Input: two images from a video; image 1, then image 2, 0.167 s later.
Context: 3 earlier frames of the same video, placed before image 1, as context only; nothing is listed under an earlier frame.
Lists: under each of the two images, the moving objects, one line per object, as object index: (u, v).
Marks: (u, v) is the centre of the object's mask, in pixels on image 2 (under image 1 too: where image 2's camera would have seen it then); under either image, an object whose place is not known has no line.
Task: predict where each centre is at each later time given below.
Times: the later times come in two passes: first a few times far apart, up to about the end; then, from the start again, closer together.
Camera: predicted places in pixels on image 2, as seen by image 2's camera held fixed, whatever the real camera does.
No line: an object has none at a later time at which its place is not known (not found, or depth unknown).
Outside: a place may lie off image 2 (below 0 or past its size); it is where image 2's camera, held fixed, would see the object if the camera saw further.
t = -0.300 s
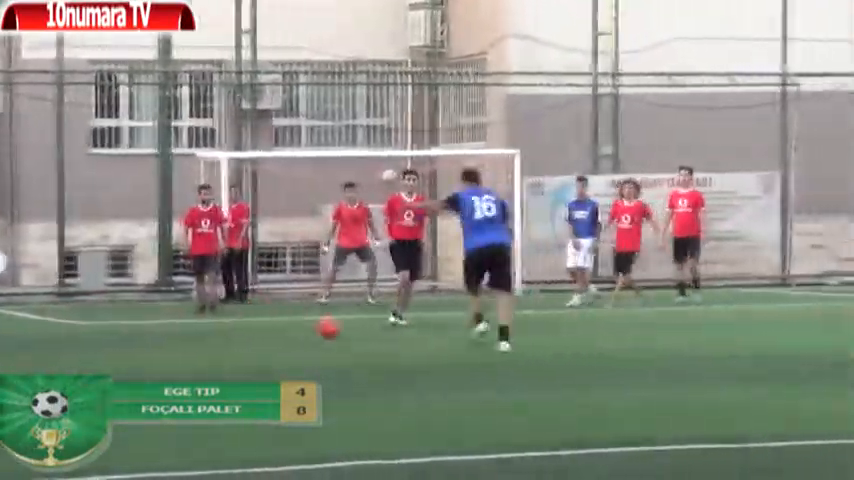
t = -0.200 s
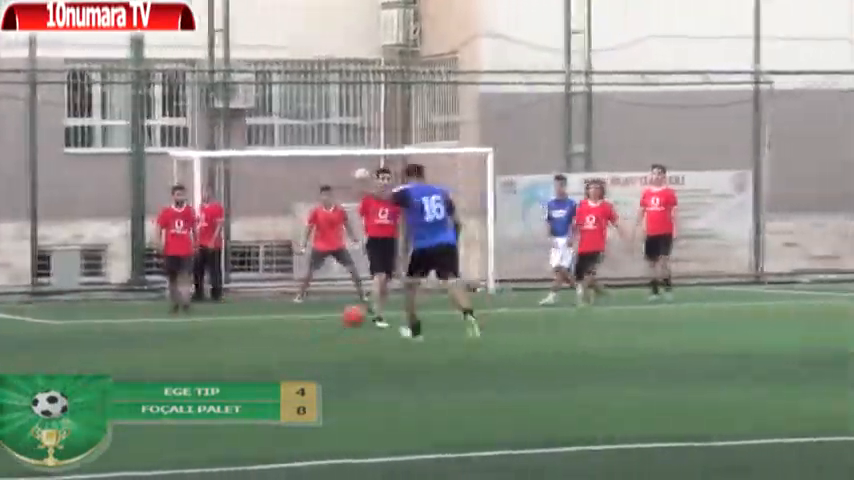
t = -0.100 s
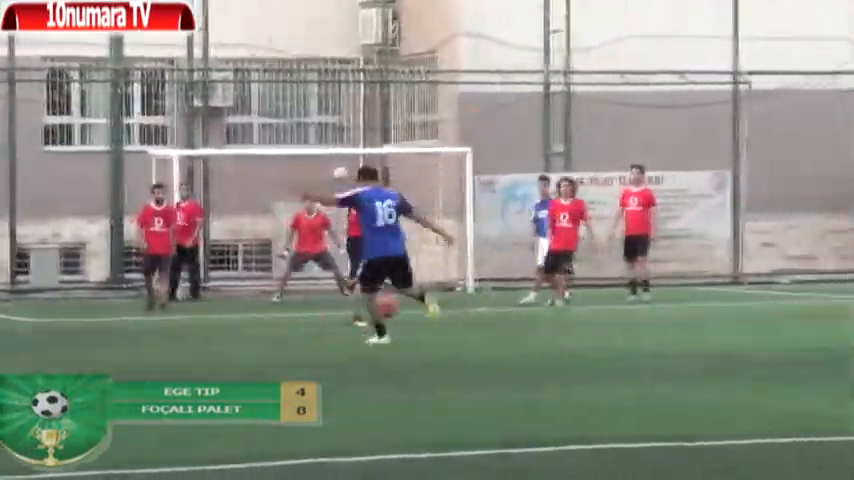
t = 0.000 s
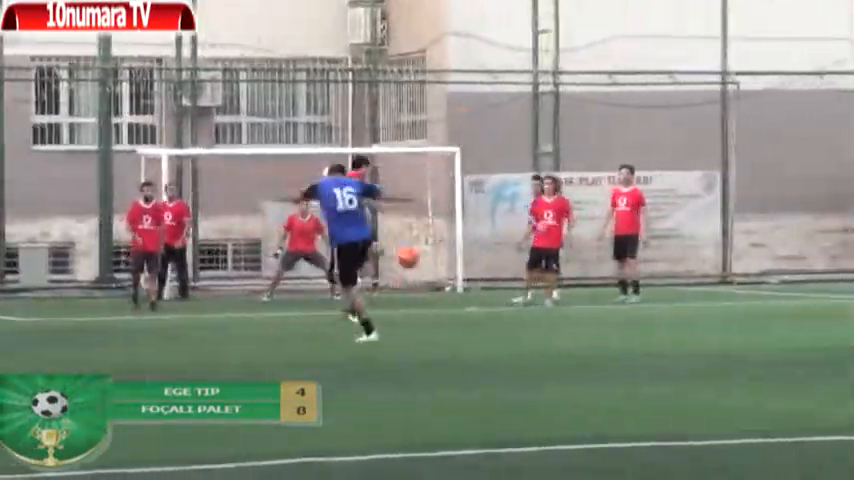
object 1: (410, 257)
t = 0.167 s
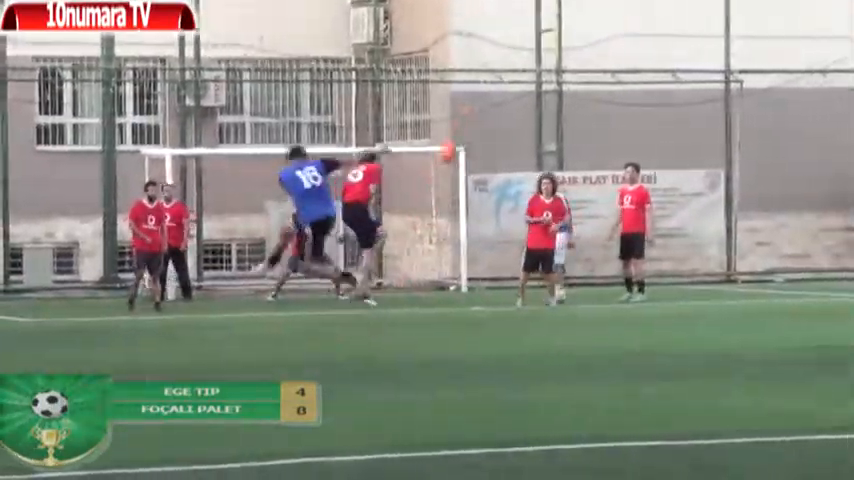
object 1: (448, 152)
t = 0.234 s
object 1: (467, 117)
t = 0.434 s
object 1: (518, 63)
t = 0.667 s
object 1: (578, 44)
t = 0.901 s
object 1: (643, 69)
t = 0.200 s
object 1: (460, 133)
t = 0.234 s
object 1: (467, 117)
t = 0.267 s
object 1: (474, 106)
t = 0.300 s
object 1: (483, 93)
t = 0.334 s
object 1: (492, 85)
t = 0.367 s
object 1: (501, 76)
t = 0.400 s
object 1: (509, 68)
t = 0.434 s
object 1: (518, 63)
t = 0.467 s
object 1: (528, 57)
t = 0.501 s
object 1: (534, 52)
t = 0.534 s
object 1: (543, 48)
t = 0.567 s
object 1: (550, 46)
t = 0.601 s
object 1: (560, 44)
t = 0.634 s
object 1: (570, 43)
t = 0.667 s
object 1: (578, 44)
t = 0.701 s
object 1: (587, 45)
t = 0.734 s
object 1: (596, 48)
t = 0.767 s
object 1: (604, 50)
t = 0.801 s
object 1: (616, 53)
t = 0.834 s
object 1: (625, 58)
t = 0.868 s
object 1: (633, 63)
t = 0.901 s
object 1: (643, 69)
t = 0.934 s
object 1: (650, 77)
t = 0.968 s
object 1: (660, 82)
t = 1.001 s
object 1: (670, 91)
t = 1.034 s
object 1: (680, 98)
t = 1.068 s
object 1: (688, 106)
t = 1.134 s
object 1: (706, 131)
